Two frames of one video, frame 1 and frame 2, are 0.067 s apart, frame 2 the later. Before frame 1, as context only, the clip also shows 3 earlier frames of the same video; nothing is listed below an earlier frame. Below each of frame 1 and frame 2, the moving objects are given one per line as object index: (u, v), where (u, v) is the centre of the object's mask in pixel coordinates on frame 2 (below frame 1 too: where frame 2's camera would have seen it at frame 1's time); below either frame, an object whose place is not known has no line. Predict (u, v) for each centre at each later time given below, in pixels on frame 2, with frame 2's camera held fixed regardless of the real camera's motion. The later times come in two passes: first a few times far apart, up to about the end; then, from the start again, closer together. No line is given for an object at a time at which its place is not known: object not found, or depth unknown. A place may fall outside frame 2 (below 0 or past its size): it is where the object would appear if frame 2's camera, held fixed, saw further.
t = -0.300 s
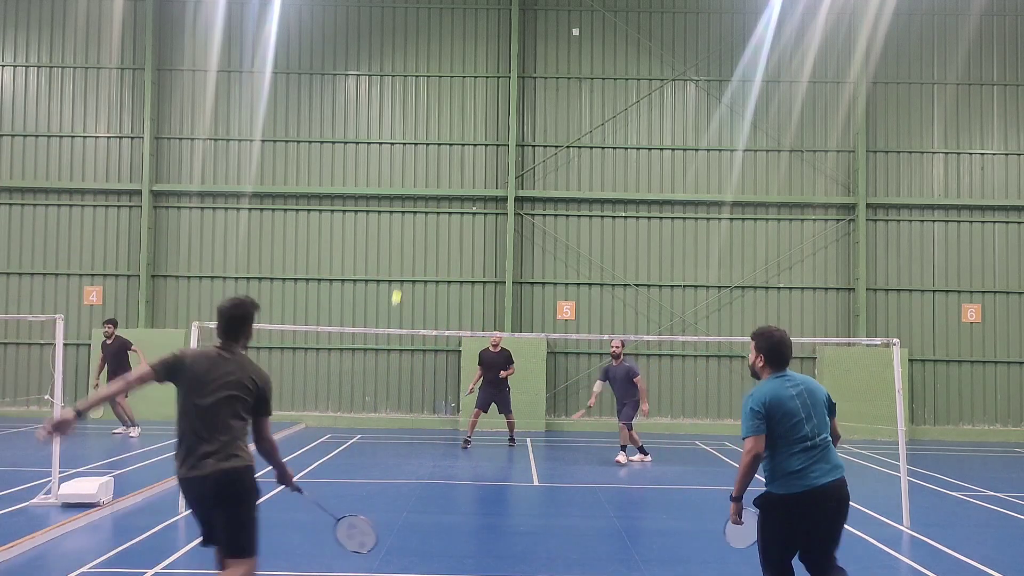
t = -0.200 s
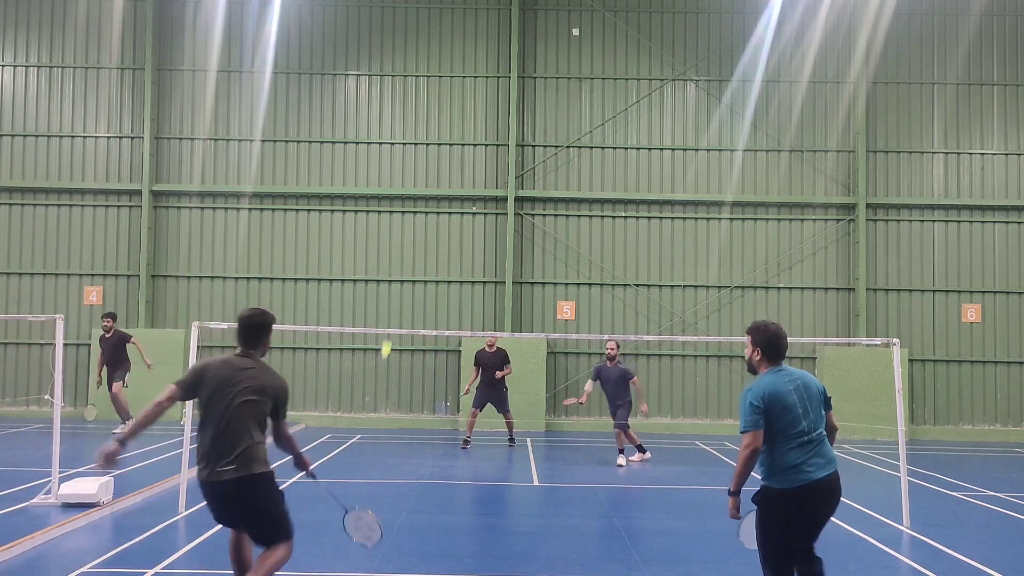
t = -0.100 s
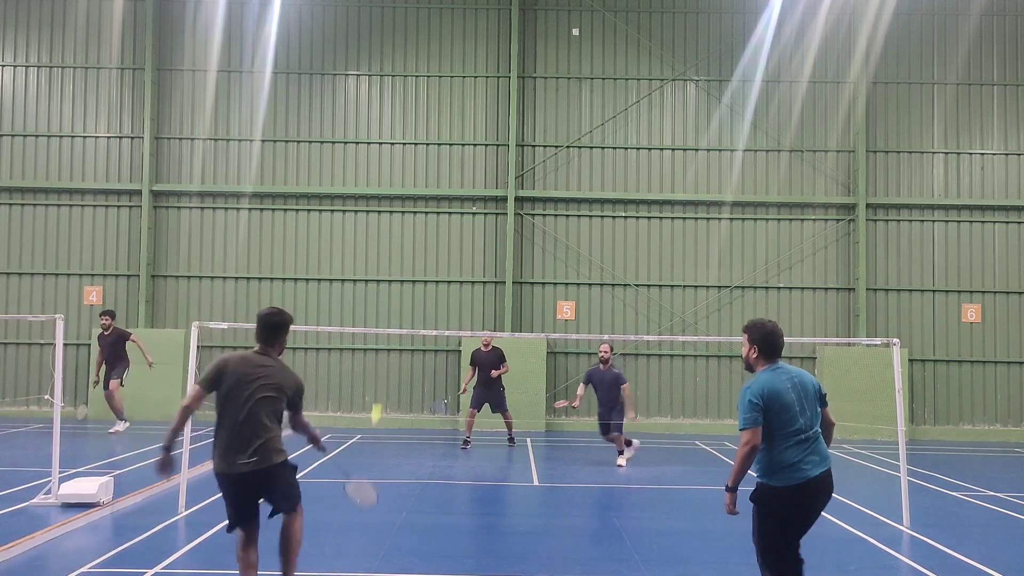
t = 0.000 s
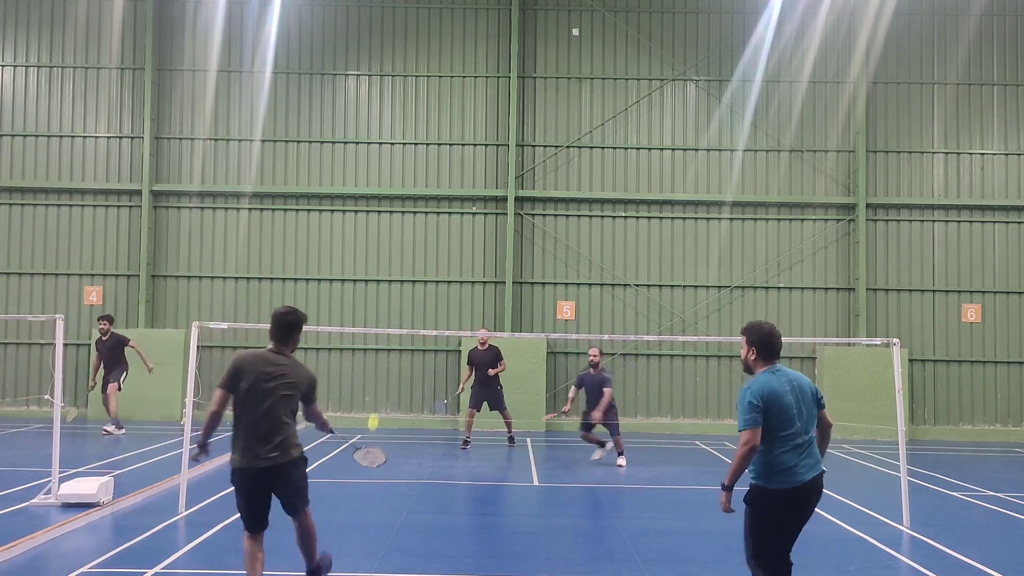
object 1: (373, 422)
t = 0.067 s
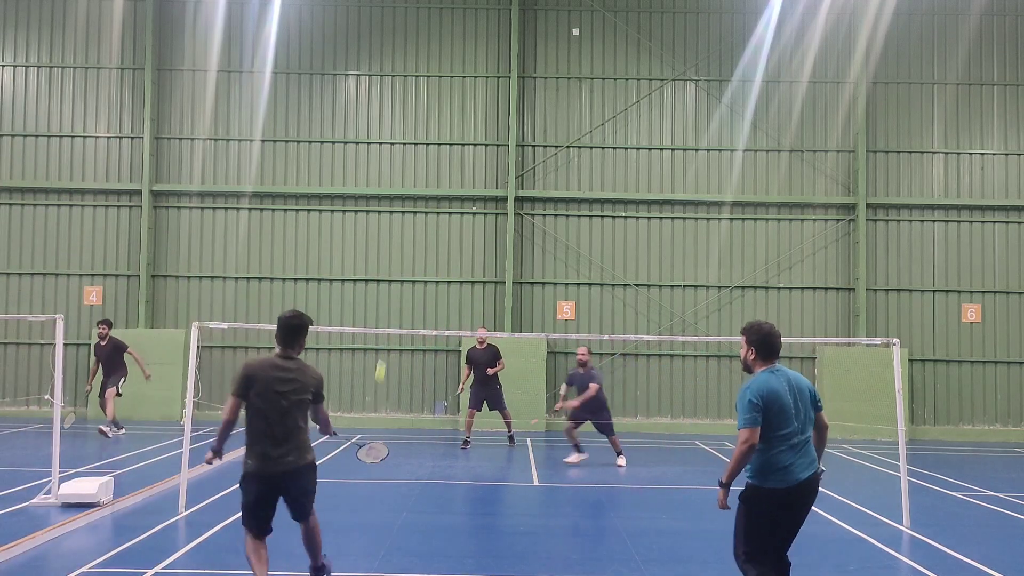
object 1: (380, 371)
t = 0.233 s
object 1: (388, 291)
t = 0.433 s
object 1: (400, 273)
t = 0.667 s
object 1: (405, 298)
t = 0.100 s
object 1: (383, 350)
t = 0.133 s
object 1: (384, 333)
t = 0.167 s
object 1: (386, 318)
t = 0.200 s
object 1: (386, 303)
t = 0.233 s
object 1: (388, 291)
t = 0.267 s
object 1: (390, 283)
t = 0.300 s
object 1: (392, 277)
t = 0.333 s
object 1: (394, 274)
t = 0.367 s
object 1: (396, 273)
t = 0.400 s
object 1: (398, 273)
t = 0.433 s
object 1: (400, 273)
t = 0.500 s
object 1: (402, 275)
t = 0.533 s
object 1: (402, 278)
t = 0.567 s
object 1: (403, 281)
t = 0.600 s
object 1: (404, 285)
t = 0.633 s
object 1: (404, 291)
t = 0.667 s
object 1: (405, 298)
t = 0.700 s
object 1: (406, 307)
